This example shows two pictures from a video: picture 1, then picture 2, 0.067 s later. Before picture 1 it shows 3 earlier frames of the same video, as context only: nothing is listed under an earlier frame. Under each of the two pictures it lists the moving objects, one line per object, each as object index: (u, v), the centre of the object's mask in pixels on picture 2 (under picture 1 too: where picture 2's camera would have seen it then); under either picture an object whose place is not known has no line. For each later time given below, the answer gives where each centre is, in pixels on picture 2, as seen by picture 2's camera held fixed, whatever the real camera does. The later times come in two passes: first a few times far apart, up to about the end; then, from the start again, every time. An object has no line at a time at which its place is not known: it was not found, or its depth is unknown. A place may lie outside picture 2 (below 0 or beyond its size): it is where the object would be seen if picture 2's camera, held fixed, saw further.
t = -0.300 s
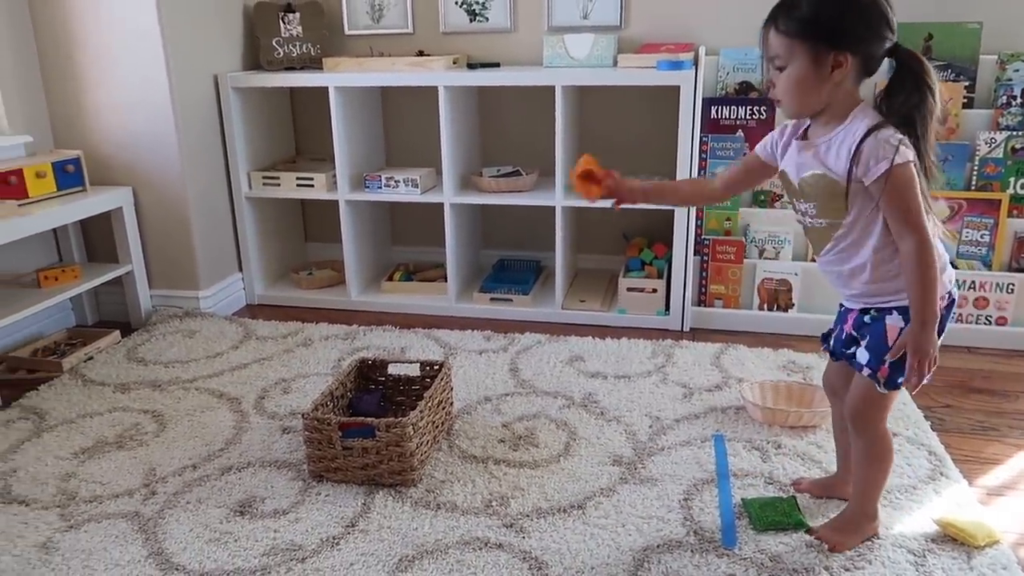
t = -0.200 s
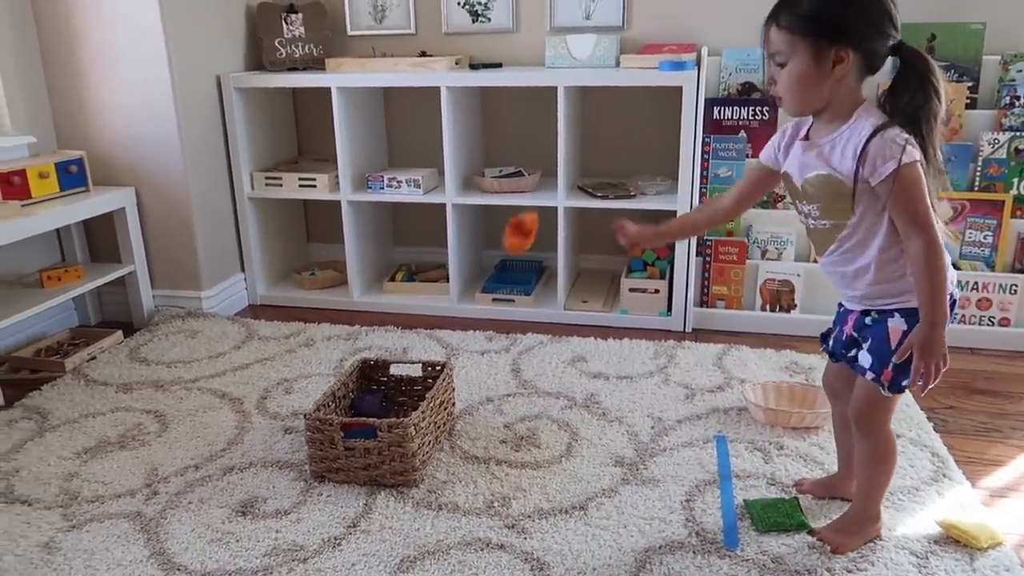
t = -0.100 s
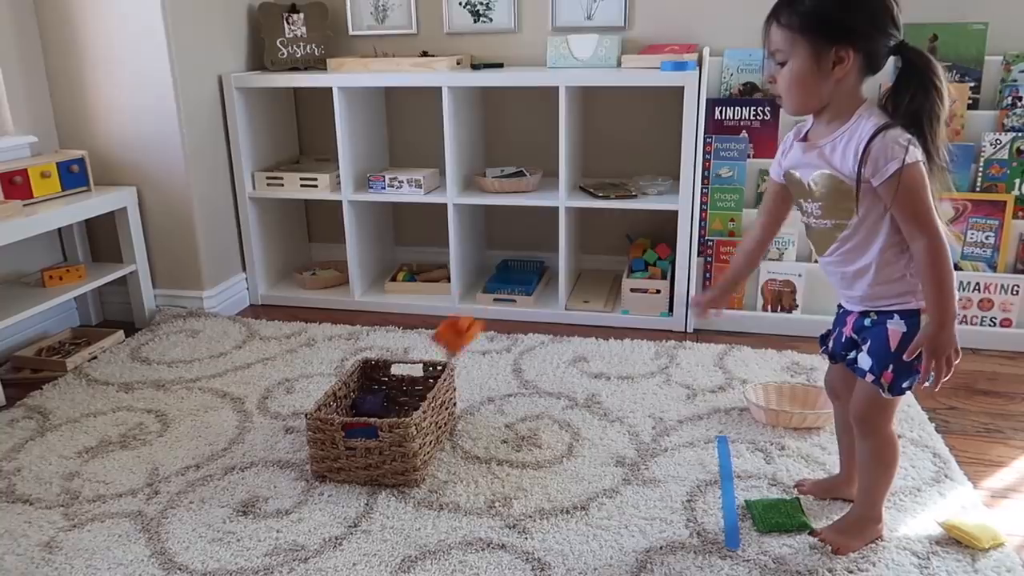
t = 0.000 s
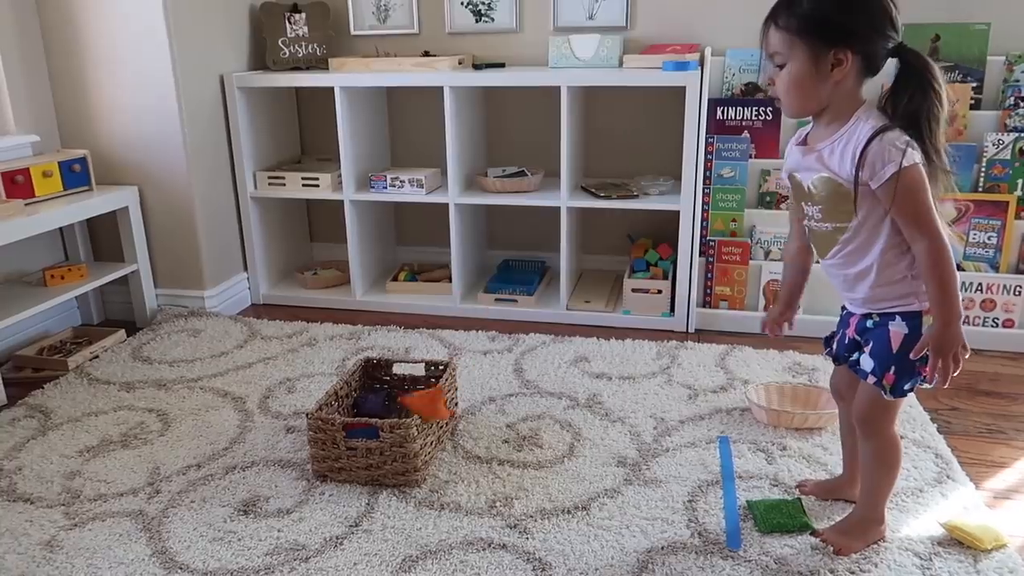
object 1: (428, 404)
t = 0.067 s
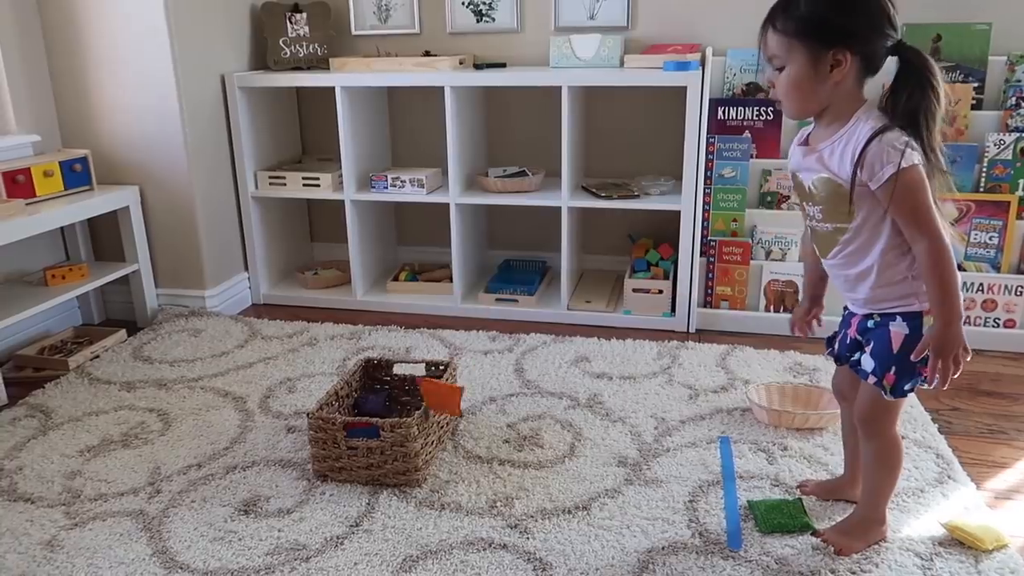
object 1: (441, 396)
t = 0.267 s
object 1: (482, 466)
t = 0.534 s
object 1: (500, 467)
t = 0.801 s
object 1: (500, 467)
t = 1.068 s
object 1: (501, 467)
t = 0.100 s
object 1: (447, 400)
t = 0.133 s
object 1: (454, 408)
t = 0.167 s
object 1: (461, 422)
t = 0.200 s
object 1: (467, 440)
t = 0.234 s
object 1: (476, 460)
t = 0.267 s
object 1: (482, 466)
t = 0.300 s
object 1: (490, 464)
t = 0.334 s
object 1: (494, 465)
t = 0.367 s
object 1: (499, 467)
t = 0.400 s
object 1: (500, 467)
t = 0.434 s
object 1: (501, 467)
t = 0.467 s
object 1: (501, 467)
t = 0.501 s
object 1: (500, 467)
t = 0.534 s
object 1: (500, 467)
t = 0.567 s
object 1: (500, 467)
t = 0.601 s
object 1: (500, 467)
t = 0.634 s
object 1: (500, 467)
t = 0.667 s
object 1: (500, 467)
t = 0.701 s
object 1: (500, 467)
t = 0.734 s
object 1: (501, 467)
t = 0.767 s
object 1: (500, 467)
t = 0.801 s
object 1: (500, 467)
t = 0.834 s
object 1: (501, 467)
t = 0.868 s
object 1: (500, 467)
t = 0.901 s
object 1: (500, 467)
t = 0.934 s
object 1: (500, 467)
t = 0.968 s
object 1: (501, 467)
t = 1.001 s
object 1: (501, 467)
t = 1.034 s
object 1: (501, 467)
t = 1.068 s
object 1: (501, 467)
